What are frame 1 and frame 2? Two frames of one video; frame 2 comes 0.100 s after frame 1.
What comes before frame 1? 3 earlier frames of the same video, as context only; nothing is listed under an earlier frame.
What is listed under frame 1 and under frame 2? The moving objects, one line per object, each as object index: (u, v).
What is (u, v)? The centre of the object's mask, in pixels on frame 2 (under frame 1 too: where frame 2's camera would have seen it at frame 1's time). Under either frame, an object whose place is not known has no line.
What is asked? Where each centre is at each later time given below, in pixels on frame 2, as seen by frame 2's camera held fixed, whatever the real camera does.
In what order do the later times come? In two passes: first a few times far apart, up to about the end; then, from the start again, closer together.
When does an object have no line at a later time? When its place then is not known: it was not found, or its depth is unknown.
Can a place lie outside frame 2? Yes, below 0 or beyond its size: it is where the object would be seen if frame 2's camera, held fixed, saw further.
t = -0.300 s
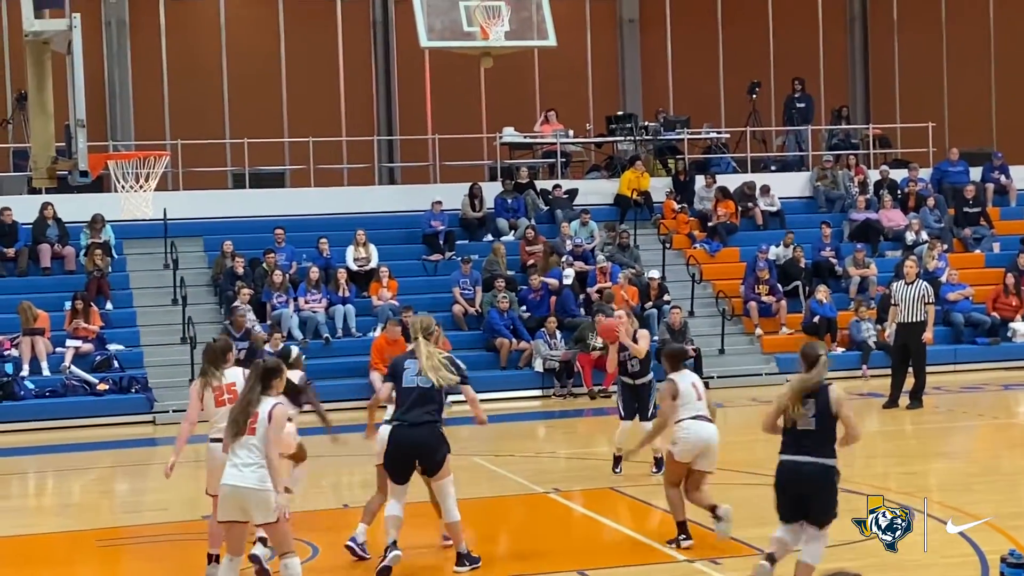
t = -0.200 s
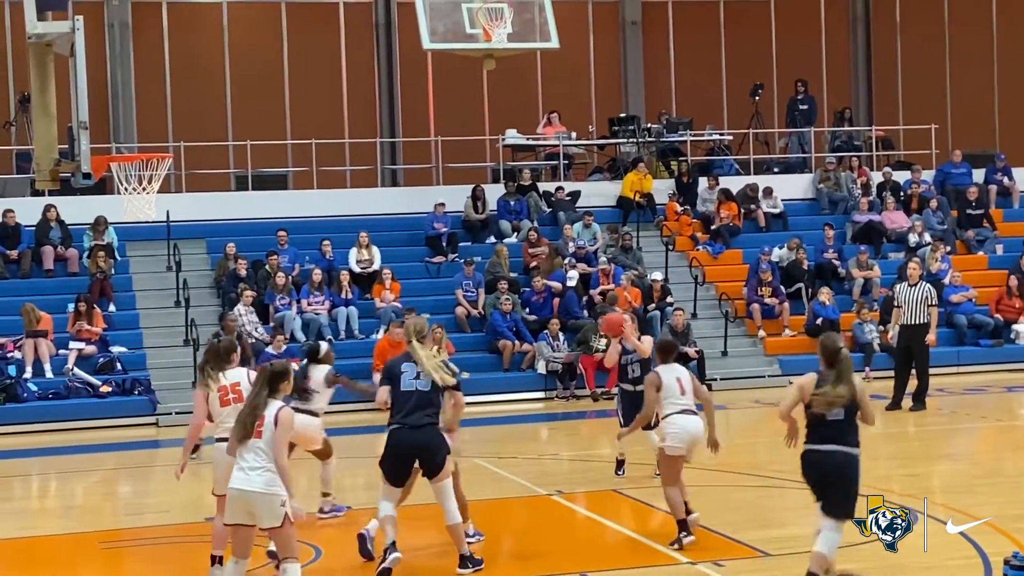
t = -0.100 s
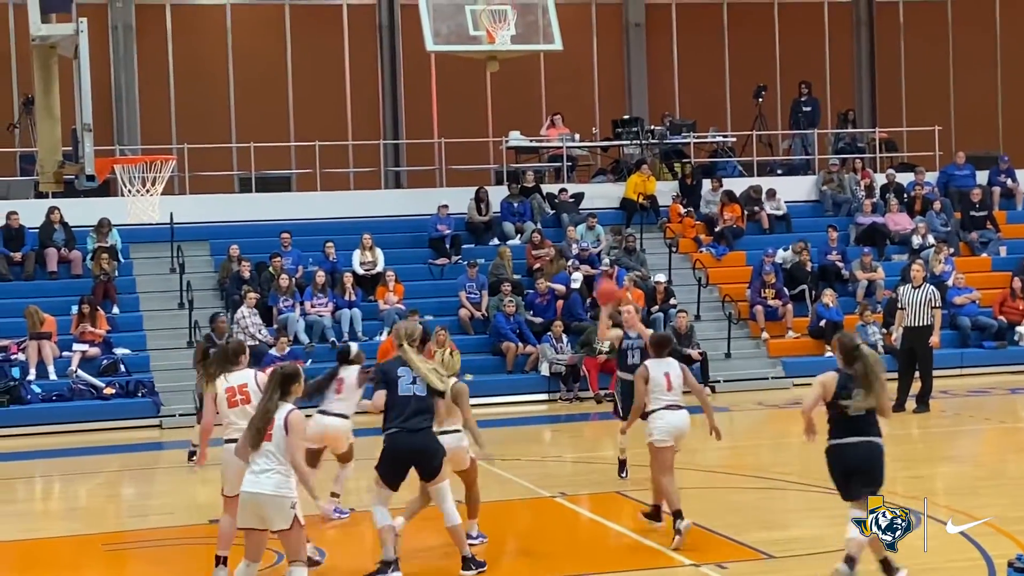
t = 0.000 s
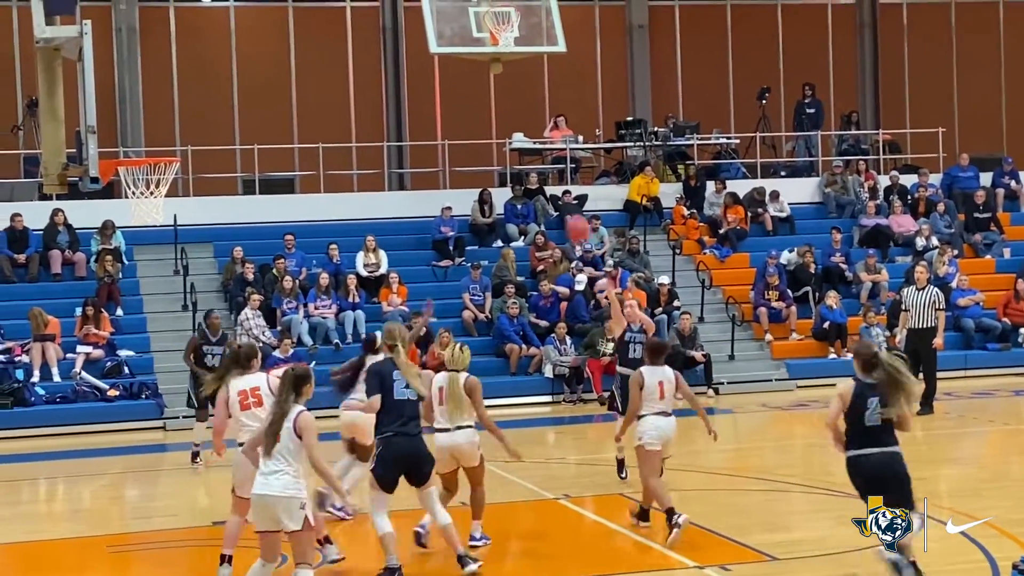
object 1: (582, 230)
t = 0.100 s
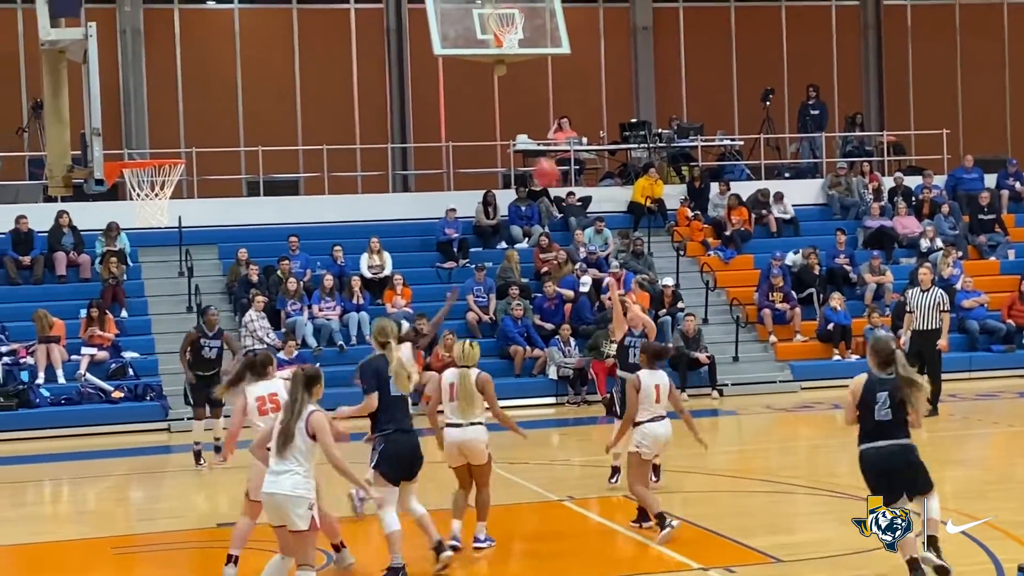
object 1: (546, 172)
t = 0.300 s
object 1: (470, 81)
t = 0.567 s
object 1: (363, 22)
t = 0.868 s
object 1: (238, 53)
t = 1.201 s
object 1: (160, 177)
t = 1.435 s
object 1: (139, 194)
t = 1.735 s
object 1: (173, 269)
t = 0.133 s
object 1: (533, 156)
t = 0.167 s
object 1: (520, 137)
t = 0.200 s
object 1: (508, 122)
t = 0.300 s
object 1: (470, 81)
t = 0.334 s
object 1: (457, 70)
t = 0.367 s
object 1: (444, 60)
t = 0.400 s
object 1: (430, 50)
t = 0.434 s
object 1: (417, 43)
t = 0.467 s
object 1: (404, 36)
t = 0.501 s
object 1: (390, 30)
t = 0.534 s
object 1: (376, 26)
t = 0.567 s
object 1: (363, 22)
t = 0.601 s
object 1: (350, 20)
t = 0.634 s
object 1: (335, 20)
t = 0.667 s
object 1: (322, 20)
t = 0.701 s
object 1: (308, 23)
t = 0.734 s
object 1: (294, 26)
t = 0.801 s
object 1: (266, 37)
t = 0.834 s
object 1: (251, 45)
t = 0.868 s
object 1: (238, 53)
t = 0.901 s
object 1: (223, 64)
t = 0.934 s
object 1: (208, 76)
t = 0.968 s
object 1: (194, 89)
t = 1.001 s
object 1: (180, 104)
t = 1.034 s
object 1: (165, 122)
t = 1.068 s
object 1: (150, 140)
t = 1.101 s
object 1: (138, 153)
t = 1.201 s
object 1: (160, 177)
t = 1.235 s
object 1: (147, 182)
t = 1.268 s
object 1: (134, 187)
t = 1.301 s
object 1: (128, 187)
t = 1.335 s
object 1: (128, 189)
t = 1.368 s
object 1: (130, 191)
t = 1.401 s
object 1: (133, 192)
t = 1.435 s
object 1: (139, 194)
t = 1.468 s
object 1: (141, 200)
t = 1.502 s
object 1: (146, 203)
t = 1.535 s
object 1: (149, 209)
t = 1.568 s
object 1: (153, 215)
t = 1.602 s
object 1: (157, 225)
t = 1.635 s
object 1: (161, 234)
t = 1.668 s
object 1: (166, 244)
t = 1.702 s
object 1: (169, 256)
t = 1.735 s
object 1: (173, 269)
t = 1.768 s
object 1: (177, 285)
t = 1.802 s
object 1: (181, 301)
